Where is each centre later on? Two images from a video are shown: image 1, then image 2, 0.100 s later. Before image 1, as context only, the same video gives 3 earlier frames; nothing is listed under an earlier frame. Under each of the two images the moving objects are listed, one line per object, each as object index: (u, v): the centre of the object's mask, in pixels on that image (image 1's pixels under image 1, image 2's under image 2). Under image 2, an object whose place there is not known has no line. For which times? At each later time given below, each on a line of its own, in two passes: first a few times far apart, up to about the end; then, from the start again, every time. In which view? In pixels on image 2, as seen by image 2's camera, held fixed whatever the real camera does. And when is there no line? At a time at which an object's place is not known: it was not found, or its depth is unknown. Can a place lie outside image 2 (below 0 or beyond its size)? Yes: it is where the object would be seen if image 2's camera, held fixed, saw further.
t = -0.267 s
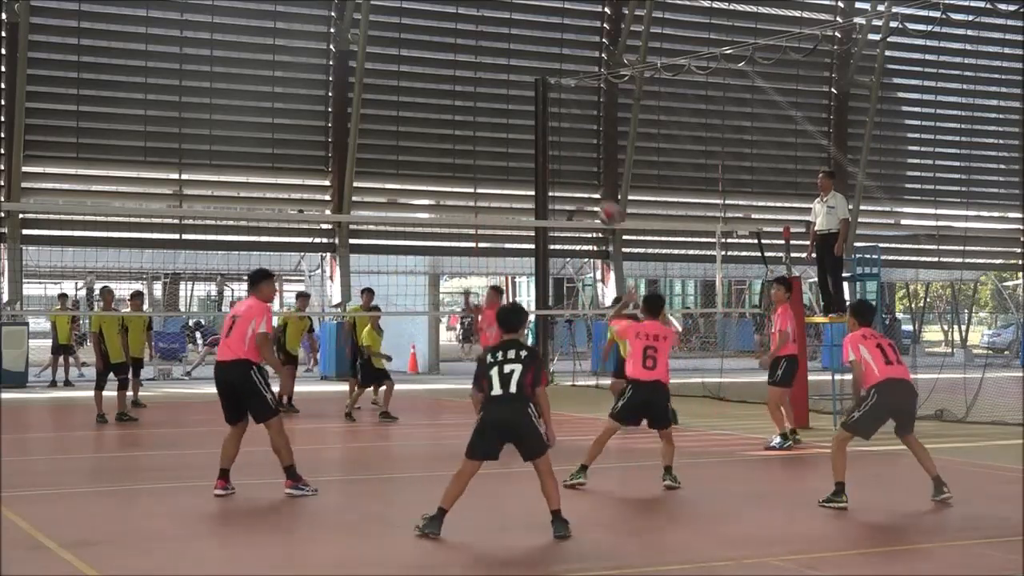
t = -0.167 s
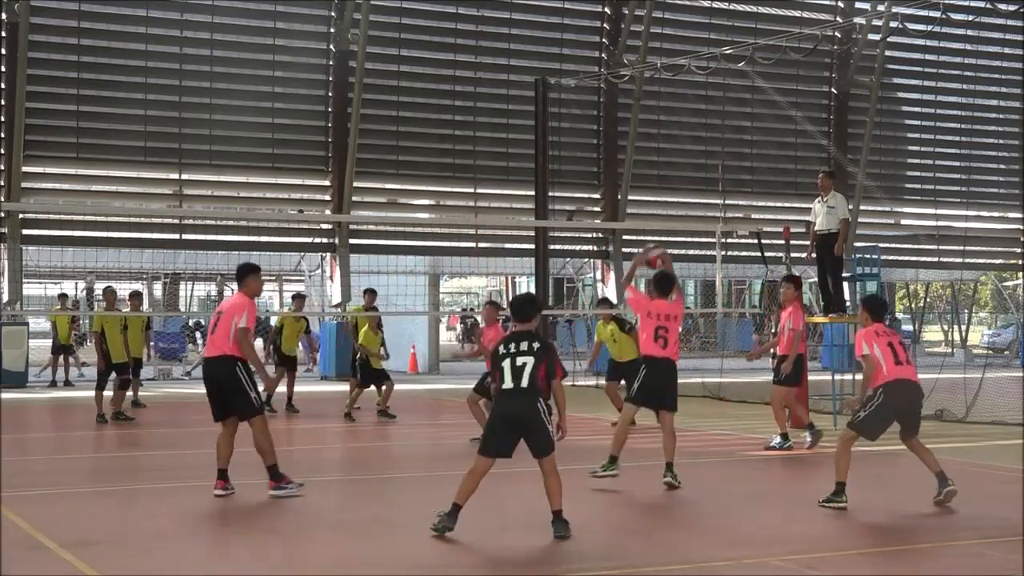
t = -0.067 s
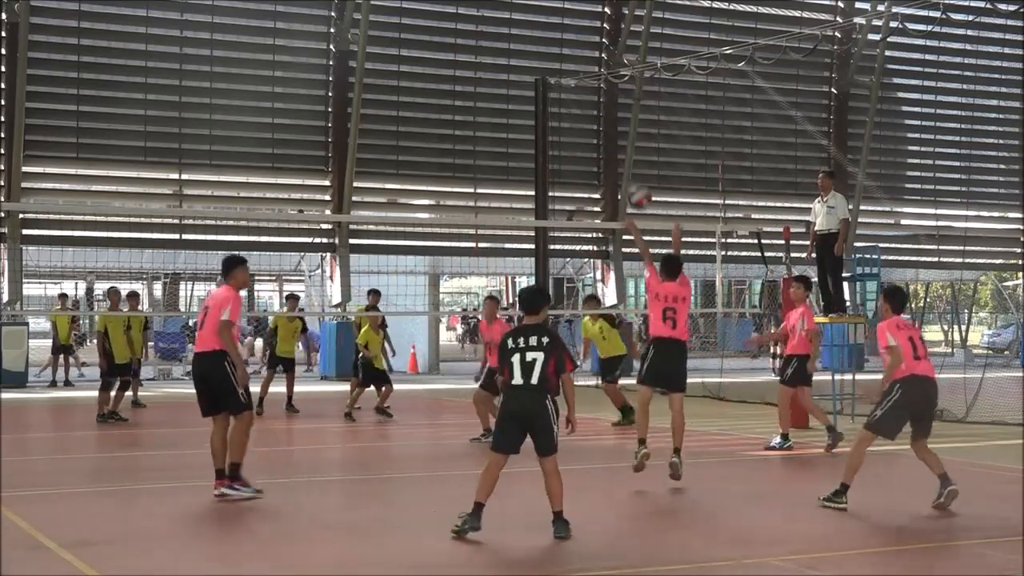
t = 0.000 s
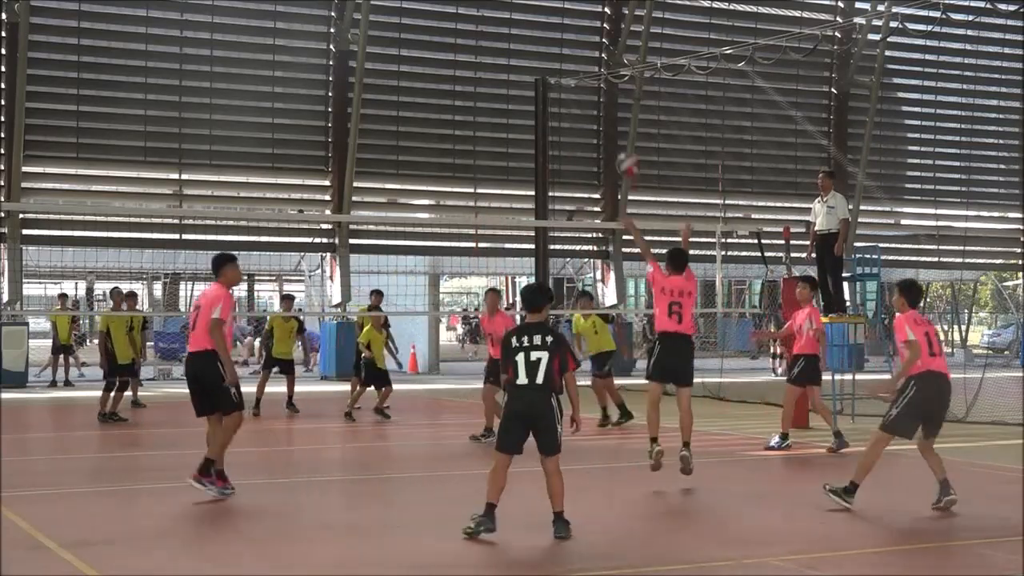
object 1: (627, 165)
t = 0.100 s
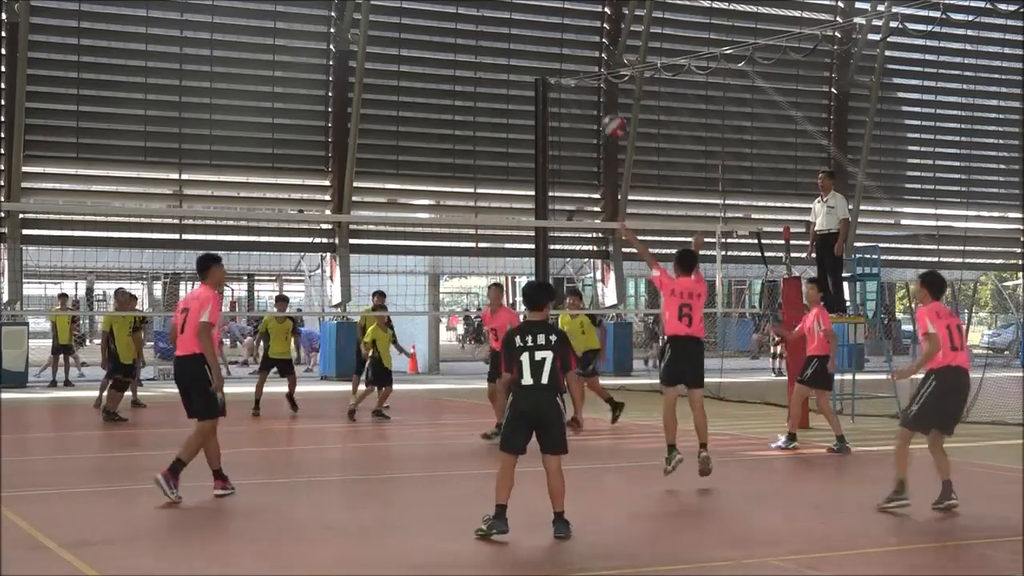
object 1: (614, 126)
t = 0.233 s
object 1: (596, 97)
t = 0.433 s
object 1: (569, 89)
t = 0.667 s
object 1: (544, 133)
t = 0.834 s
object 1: (528, 192)
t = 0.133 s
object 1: (610, 116)
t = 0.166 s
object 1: (606, 109)
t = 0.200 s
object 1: (602, 103)
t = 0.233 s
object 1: (596, 97)
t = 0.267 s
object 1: (592, 92)
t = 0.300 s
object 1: (587, 90)
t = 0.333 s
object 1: (583, 88)
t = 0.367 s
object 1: (579, 87)
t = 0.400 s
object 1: (576, 88)
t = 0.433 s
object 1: (569, 89)
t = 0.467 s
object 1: (567, 91)
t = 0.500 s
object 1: (563, 96)
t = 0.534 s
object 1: (559, 102)
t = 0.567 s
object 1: (555, 108)
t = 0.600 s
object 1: (551, 115)
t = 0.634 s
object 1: (548, 124)
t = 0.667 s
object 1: (544, 133)
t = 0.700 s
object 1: (541, 142)
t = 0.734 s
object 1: (539, 154)
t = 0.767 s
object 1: (534, 166)
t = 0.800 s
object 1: (531, 178)
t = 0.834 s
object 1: (528, 192)
